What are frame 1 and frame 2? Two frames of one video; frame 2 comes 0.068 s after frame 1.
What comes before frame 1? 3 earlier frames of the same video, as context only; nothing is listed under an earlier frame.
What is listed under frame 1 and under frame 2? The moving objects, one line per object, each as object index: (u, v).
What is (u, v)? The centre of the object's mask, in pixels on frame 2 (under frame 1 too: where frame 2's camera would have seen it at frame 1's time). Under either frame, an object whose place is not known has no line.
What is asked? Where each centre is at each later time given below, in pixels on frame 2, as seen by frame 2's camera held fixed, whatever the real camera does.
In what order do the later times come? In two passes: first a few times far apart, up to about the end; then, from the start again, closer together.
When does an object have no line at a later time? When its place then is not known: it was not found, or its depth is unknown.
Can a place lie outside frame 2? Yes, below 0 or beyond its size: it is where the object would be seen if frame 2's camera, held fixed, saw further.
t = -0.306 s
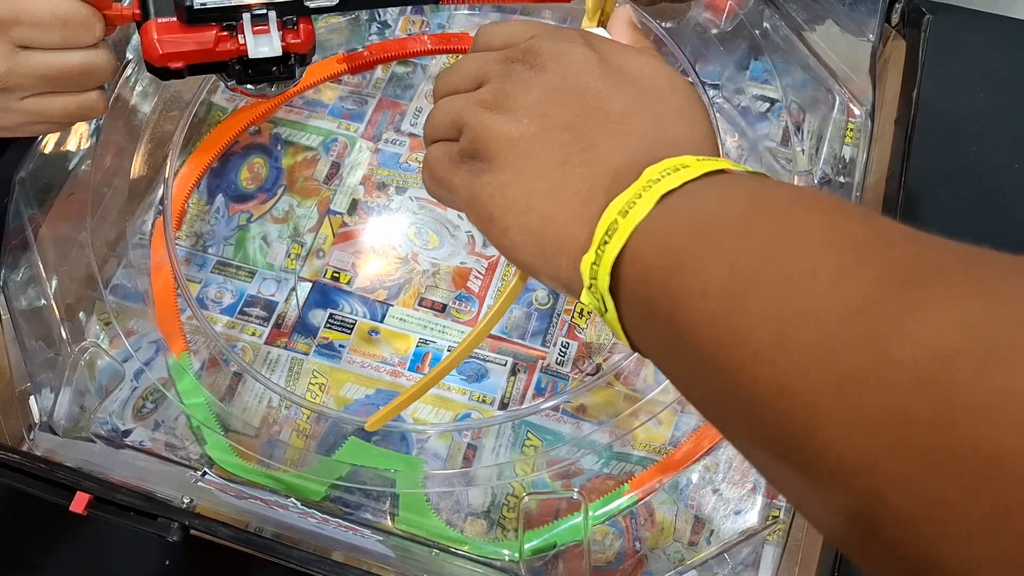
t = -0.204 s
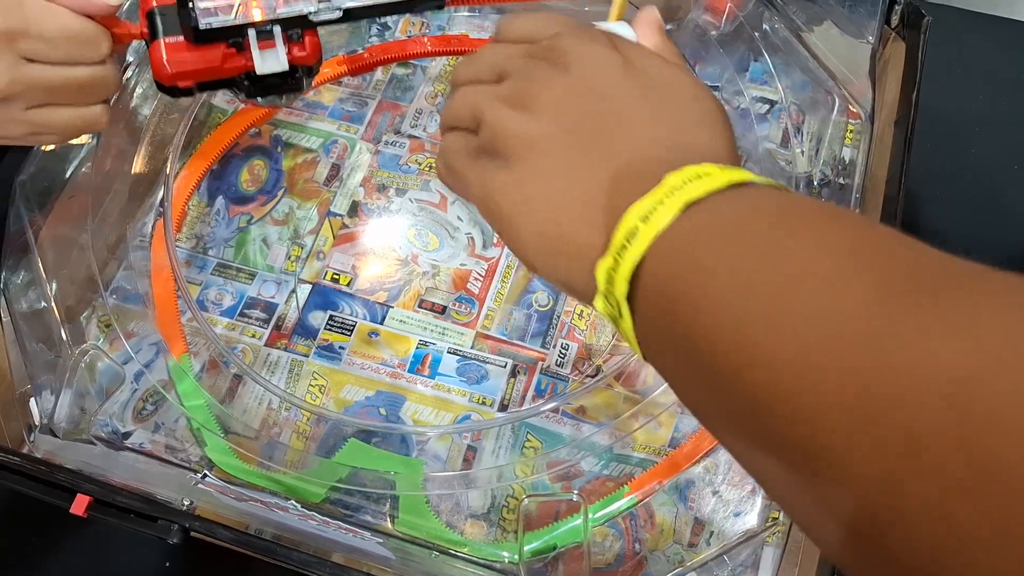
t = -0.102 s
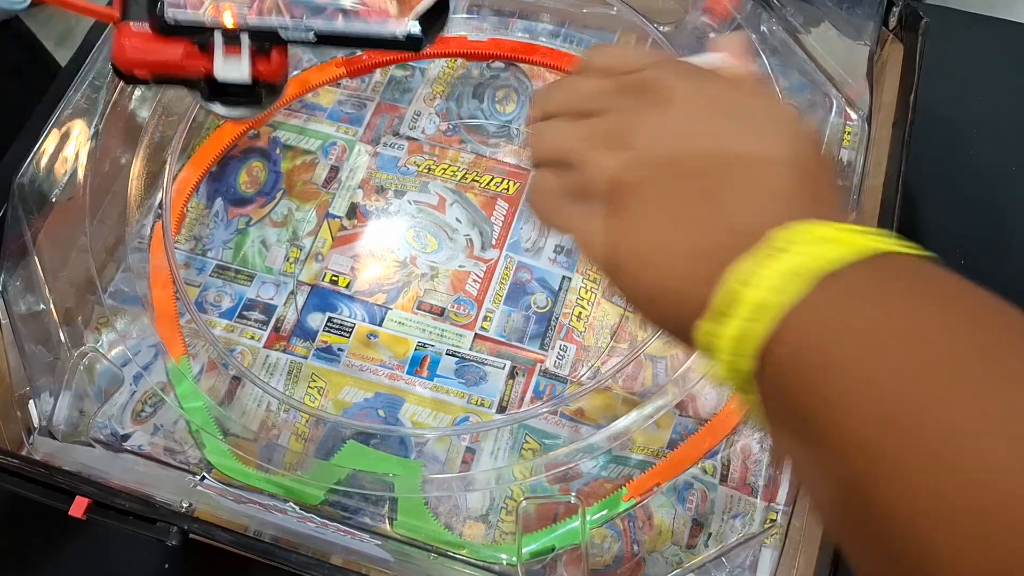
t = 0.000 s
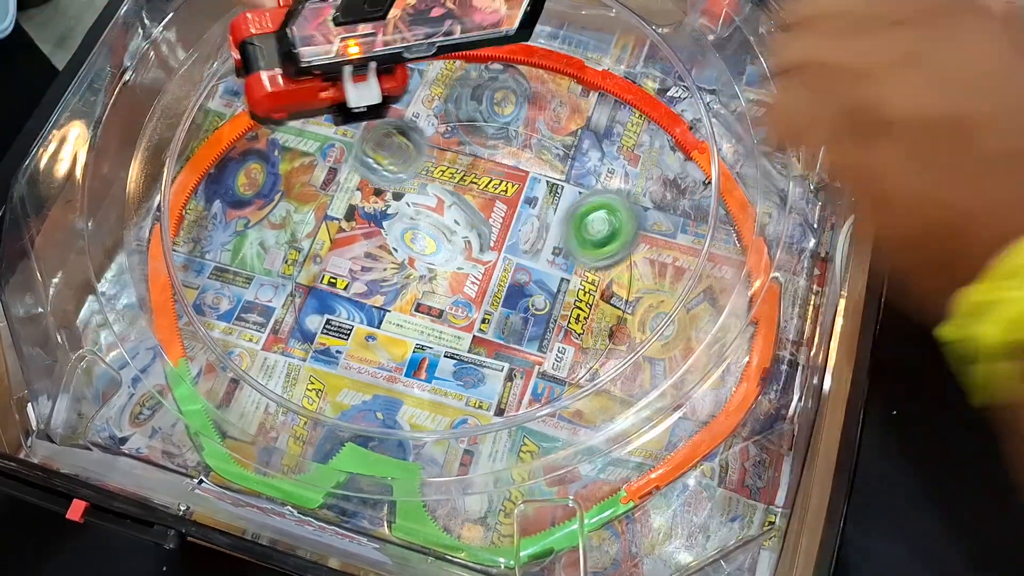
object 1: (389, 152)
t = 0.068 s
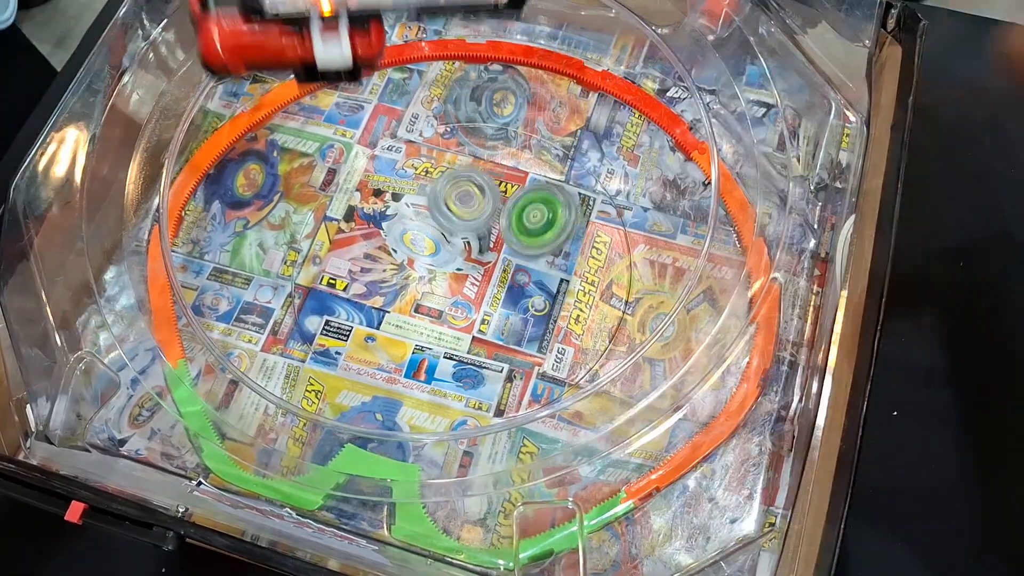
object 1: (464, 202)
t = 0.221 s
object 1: (393, 128)
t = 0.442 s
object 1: (318, 102)
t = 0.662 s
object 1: (320, 87)
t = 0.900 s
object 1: (395, 92)
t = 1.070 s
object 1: (437, 139)
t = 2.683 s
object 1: (288, 106)
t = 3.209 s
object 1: (531, 141)
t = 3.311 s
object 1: (428, 152)
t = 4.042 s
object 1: (503, 465)
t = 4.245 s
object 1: (568, 430)
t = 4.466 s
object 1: (545, 315)
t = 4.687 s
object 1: (411, 230)
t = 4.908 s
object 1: (294, 224)
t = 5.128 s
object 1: (376, 306)
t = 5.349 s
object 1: (474, 339)
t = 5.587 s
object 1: (441, 384)
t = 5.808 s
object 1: (413, 365)
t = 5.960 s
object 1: (475, 310)
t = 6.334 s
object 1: (488, 206)
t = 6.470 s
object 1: (400, 185)
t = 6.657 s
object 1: (327, 246)
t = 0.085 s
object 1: (456, 192)
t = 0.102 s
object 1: (448, 184)
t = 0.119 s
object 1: (440, 175)
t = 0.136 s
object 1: (432, 166)
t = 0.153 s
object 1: (424, 157)
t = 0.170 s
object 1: (415, 149)
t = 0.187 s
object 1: (407, 141)
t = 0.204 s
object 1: (399, 134)
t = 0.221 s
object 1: (393, 128)
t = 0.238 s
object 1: (385, 124)
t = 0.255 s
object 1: (379, 121)
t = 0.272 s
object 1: (373, 119)
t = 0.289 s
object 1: (366, 117)
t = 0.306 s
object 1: (361, 116)
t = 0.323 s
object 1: (354, 114)
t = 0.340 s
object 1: (348, 113)
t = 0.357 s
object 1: (341, 111)
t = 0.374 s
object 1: (336, 109)
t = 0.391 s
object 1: (331, 108)
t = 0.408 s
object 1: (326, 105)
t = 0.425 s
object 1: (322, 104)
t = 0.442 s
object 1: (318, 102)
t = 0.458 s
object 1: (315, 101)
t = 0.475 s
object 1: (313, 99)
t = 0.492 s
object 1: (311, 98)
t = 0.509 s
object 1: (309, 96)
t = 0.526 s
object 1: (308, 95)
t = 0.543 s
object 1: (307, 93)
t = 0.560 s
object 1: (308, 92)
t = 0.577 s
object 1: (308, 91)
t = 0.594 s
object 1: (310, 90)
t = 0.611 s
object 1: (311, 88)
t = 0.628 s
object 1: (314, 88)
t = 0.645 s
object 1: (317, 87)
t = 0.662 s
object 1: (320, 87)
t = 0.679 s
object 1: (324, 86)
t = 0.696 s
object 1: (329, 85)
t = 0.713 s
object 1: (333, 84)
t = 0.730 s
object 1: (339, 84)
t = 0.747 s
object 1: (345, 84)
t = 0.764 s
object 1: (350, 84)
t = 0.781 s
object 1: (356, 85)
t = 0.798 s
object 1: (363, 85)
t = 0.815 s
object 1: (368, 85)
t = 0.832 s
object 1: (375, 86)
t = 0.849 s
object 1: (380, 87)
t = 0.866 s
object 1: (385, 88)
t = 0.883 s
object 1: (391, 90)
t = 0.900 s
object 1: (395, 92)
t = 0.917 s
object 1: (400, 94)
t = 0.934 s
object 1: (405, 97)
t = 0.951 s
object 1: (410, 100)
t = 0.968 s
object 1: (414, 103)
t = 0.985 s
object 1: (417, 105)
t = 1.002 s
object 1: (421, 110)
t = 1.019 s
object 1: (425, 115)
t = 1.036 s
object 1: (429, 123)
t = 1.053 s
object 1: (433, 131)
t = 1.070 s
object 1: (437, 139)
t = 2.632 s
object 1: (359, 84)
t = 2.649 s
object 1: (335, 89)
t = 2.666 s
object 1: (313, 98)
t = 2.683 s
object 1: (288, 106)
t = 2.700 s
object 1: (267, 114)
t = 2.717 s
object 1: (249, 124)
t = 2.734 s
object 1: (227, 133)
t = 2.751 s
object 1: (209, 146)
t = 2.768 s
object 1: (199, 170)
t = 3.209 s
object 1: (531, 141)
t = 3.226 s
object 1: (513, 137)
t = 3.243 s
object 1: (495, 135)
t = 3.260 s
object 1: (477, 135)
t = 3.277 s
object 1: (461, 138)
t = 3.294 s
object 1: (444, 144)
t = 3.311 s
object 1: (428, 152)
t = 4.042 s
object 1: (503, 465)
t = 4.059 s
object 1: (511, 466)
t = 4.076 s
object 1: (521, 468)
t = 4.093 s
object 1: (529, 470)
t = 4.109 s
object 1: (535, 479)
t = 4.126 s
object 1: (544, 483)
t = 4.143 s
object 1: (552, 488)
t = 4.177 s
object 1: (558, 483)
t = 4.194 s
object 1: (562, 468)
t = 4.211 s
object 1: (565, 457)
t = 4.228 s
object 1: (567, 445)
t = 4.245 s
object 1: (568, 430)
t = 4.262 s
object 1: (572, 416)
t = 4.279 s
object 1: (574, 410)
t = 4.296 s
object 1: (575, 401)
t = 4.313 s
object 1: (573, 390)
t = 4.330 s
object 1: (572, 381)
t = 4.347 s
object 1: (571, 372)
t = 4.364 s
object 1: (569, 362)
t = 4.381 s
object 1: (568, 356)
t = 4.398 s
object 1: (566, 349)
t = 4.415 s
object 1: (563, 341)
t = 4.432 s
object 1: (559, 333)
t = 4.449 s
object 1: (552, 324)
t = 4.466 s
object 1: (545, 315)
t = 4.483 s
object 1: (539, 307)
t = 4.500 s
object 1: (532, 299)
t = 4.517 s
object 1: (523, 291)
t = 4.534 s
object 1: (514, 283)
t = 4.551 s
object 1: (505, 275)
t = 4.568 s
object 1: (494, 269)
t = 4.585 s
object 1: (482, 261)
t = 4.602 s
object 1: (471, 255)
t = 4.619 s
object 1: (460, 246)
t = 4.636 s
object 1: (450, 243)
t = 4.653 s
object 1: (434, 239)
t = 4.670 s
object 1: (425, 235)
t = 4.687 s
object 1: (411, 230)
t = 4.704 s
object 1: (399, 226)
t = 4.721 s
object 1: (387, 222)
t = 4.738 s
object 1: (375, 220)
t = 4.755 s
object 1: (363, 218)
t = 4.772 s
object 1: (352, 216)
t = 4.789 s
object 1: (343, 215)
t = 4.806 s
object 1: (332, 215)
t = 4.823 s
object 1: (322, 215)
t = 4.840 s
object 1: (313, 215)
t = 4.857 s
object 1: (305, 217)
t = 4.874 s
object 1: (297, 218)
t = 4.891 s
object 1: (293, 221)
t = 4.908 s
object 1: (294, 224)
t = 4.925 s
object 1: (297, 230)
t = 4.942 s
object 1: (299, 235)
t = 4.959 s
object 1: (304, 241)
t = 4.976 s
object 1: (308, 246)
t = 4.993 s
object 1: (313, 253)
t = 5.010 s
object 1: (319, 259)
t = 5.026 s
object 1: (326, 265)
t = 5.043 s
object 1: (333, 272)
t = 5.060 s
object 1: (342, 280)
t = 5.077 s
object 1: (350, 285)
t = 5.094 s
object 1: (359, 294)
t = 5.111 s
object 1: (367, 300)
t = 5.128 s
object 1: (376, 306)
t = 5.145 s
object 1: (384, 312)
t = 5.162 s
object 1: (393, 318)
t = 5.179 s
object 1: (402, 323)
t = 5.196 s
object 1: (411, 328)
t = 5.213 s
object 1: (419, 332)
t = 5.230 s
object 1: (427, 335)
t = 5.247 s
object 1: (435, 337)
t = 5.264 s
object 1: (443, 340)
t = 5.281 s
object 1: (450, 342)
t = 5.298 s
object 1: (456, 343)
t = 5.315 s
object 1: (463, 343)
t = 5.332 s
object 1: (469, 341)
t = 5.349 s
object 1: (474, 339)
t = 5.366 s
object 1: (480, 335)
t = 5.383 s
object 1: (483, 332)
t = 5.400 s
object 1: (482, 335)
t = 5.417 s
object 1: (481, 339)
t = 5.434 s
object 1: (480, 341)
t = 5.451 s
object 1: (477, 343)
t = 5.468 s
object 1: (474, 344)
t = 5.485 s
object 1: (472, 343)
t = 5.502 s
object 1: (469, 341)
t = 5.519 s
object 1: (465, 346)
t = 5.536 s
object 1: (459, 358)
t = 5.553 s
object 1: (452, 368)
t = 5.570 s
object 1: (446, 377)
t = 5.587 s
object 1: (441, 384)
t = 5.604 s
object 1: (436, 389)
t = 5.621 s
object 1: (431, 394)
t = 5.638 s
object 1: (427, 395)
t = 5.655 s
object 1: (423, 397)
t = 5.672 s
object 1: (419, 397)
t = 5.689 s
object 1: (416, 397)
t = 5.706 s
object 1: (414, 395)
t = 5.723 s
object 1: (411, 393)
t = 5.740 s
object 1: (410, 390)
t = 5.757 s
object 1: (410, 385)
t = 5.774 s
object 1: (410, 378)
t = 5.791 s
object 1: (411, 372)
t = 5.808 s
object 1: (413, 365)
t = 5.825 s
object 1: (417, 356)
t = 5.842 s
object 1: (421, 348)
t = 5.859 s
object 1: (425, 339)
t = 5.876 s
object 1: (431, 330)
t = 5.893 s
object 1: (435, 322)
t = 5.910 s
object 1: (440, 313)
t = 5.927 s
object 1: (450, 310)
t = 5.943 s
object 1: (464, 310)
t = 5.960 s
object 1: (475, 310)
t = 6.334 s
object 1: (488, 206)
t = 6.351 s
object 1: (478, 201)
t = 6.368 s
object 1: (467, 196)
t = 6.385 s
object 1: (456, 192)
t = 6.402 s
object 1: (446, 189)
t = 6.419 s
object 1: (434, 187)
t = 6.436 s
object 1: (423, 185)
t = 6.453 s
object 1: (411, 184)
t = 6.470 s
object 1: (400, 185)
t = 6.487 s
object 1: (389, 186)
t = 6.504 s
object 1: (378, 188)
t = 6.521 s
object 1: (369, 192)
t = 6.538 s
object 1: (360, 195)
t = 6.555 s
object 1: (352, 200)
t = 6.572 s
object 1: (345, 206)
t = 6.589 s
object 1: (339, 213)
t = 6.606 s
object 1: (333, 221)
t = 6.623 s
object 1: (330, 228)
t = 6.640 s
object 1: (329, 236)
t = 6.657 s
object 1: (327, 246)
